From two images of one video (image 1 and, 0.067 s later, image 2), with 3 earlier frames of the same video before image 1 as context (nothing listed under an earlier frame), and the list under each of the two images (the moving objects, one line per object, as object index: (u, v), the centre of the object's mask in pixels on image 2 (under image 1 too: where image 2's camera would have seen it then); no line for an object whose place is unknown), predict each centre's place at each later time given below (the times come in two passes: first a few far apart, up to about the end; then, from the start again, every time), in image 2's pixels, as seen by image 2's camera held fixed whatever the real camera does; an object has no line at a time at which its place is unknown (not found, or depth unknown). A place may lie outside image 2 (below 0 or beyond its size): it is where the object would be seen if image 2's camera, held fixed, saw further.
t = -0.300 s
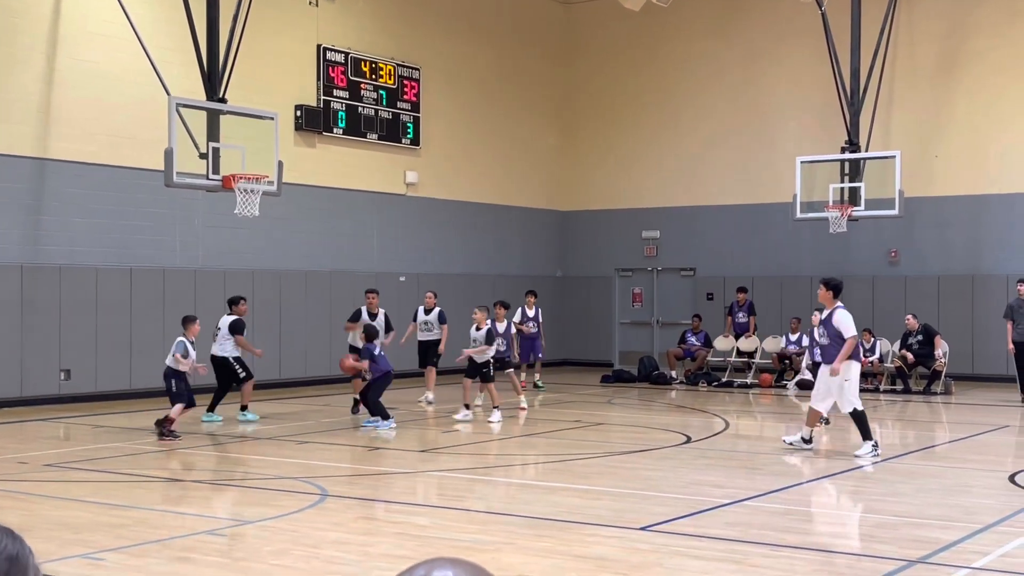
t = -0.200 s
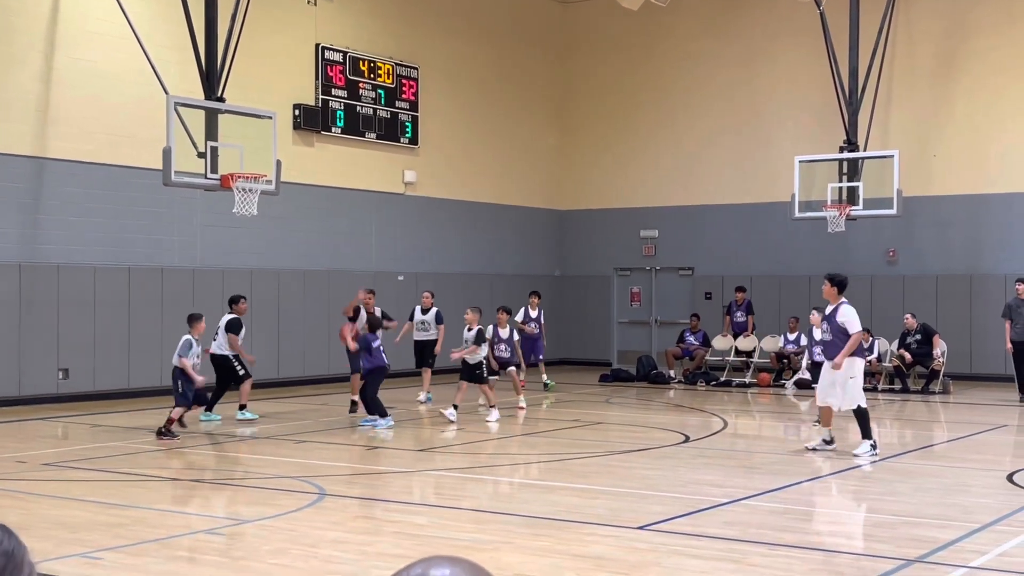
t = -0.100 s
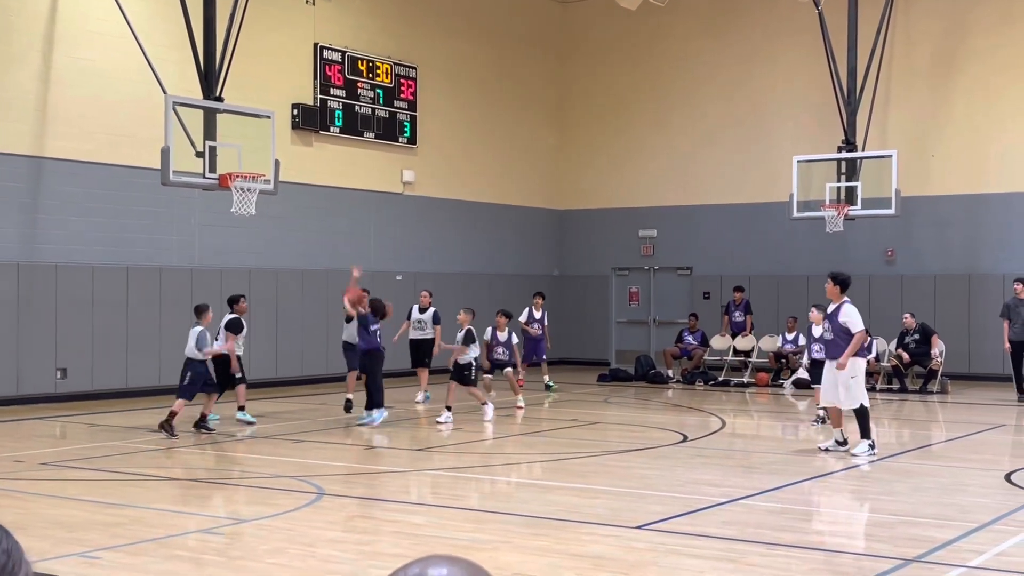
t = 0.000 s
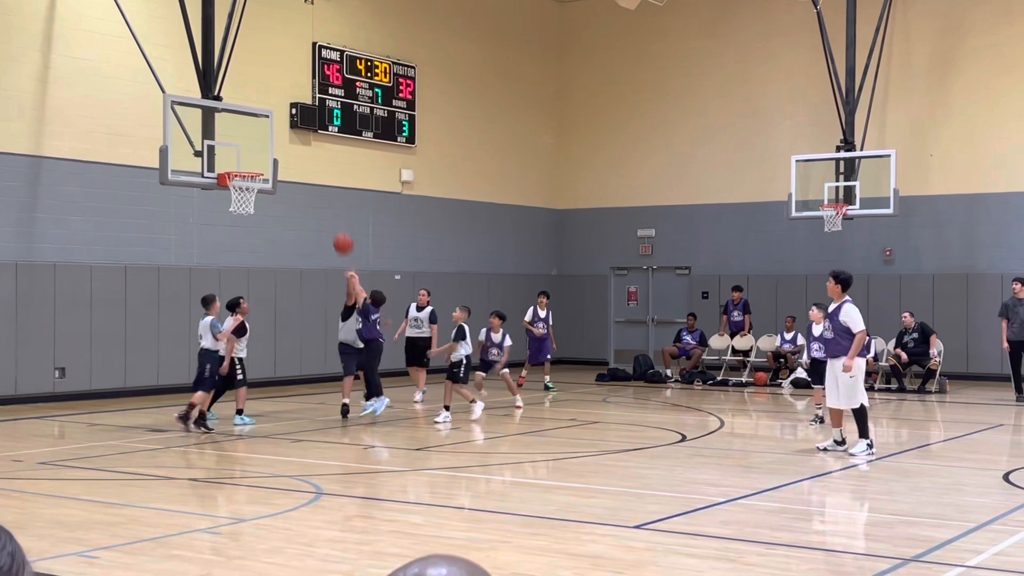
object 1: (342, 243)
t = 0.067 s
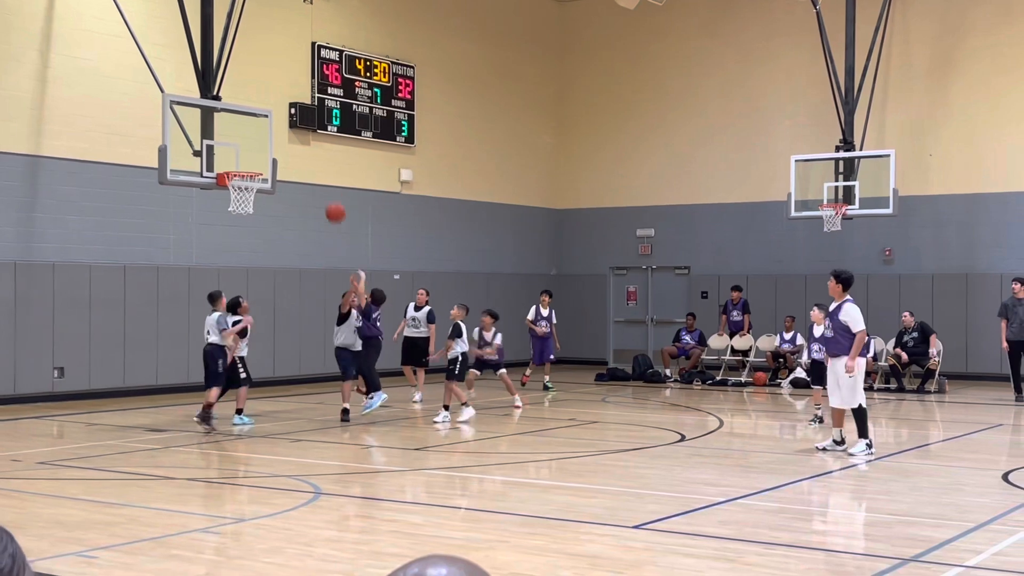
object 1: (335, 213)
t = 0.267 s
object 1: (315, 143)
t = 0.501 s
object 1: (292, 105)
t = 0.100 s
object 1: (332, 198)
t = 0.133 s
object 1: (328, 185)
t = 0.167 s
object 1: (325, 173)
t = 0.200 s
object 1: (322, 162)
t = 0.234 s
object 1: (318, 152)
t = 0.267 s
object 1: (315, 143)
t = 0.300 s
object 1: (311, 134)
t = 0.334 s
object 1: (308, 127)
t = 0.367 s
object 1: (305, 121)
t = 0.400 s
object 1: (302, 116)
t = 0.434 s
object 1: (298, 112)
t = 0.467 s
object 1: (295, 108)
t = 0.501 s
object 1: (292, 105)
